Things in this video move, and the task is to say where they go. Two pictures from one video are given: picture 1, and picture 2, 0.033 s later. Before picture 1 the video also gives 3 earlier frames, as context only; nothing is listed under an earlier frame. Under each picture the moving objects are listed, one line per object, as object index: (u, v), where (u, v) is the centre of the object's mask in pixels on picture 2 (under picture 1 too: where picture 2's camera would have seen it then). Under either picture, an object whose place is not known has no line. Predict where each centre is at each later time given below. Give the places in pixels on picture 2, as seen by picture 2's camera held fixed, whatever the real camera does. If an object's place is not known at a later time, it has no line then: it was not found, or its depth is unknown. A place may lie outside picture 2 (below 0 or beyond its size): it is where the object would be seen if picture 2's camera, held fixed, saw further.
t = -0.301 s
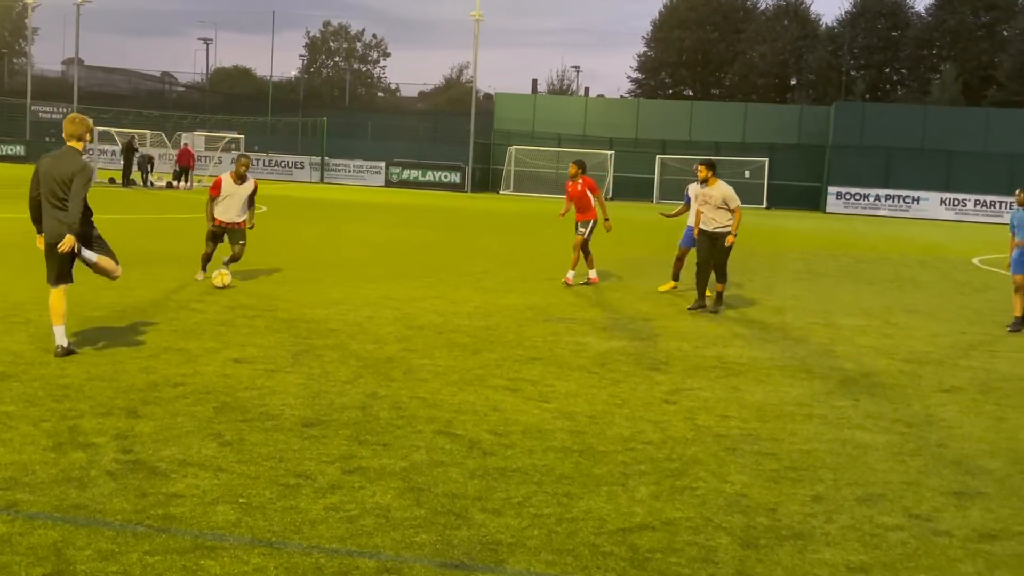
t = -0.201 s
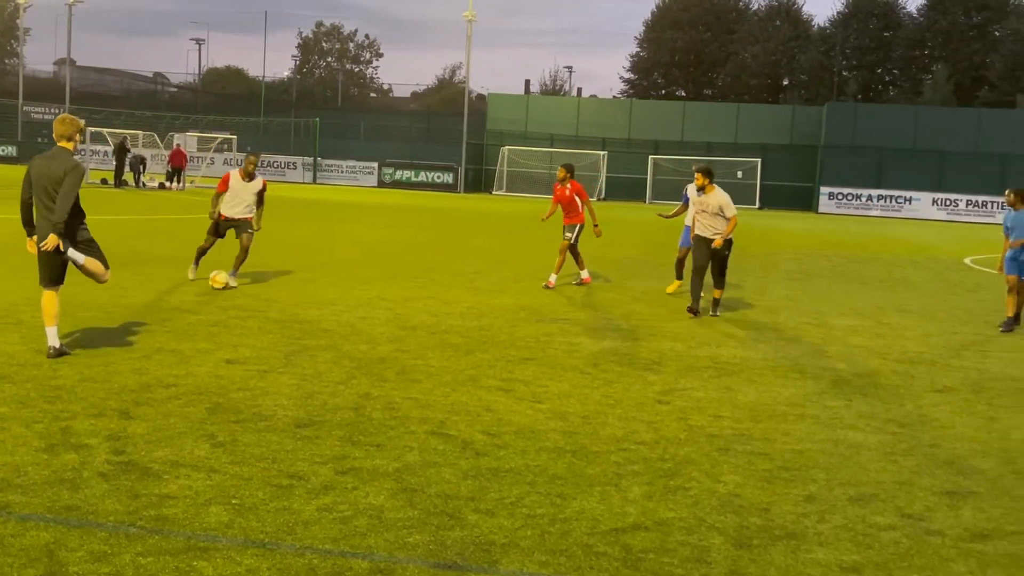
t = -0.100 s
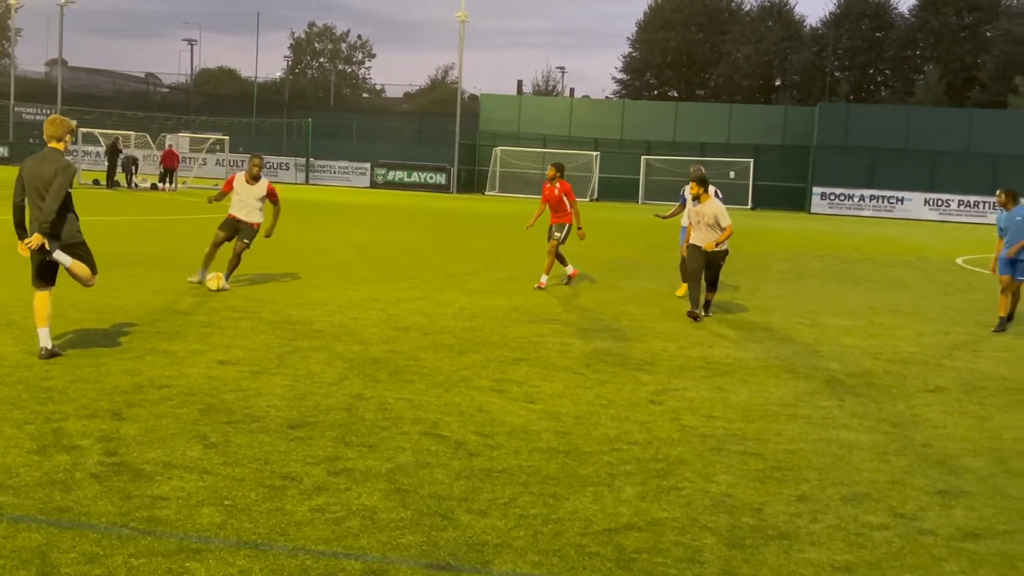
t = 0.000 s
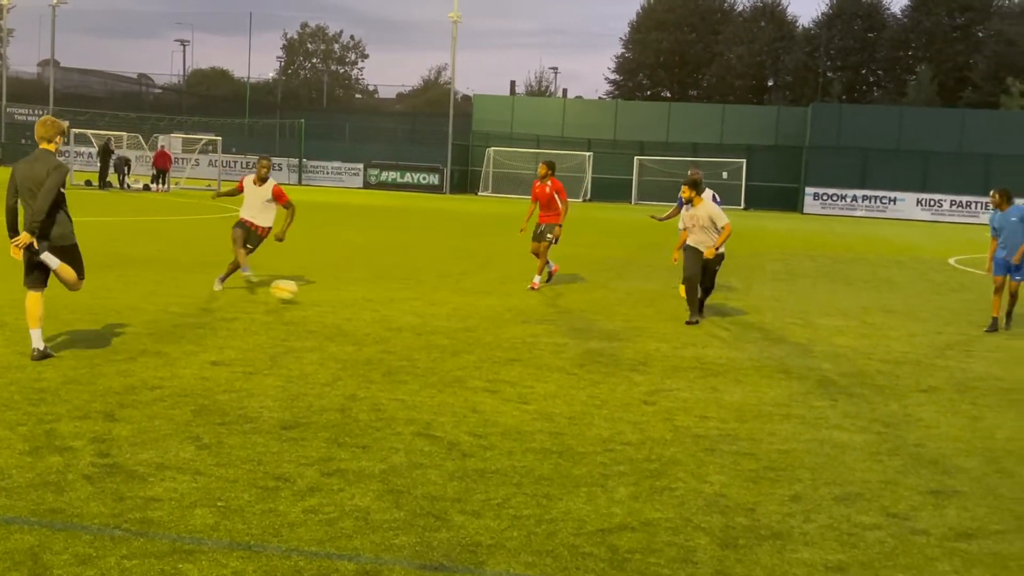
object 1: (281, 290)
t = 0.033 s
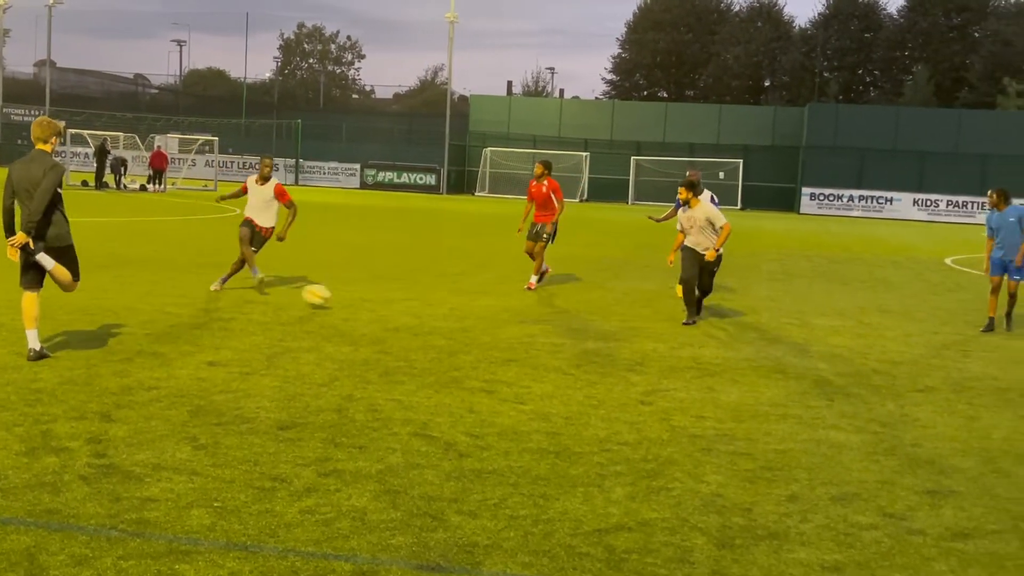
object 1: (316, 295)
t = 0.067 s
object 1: (351, 301)
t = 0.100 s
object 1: (389, 308)
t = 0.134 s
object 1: (427, 316)
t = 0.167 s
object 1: (467, 321)
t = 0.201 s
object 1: (508, 326)
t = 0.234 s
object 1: (549, 332)
